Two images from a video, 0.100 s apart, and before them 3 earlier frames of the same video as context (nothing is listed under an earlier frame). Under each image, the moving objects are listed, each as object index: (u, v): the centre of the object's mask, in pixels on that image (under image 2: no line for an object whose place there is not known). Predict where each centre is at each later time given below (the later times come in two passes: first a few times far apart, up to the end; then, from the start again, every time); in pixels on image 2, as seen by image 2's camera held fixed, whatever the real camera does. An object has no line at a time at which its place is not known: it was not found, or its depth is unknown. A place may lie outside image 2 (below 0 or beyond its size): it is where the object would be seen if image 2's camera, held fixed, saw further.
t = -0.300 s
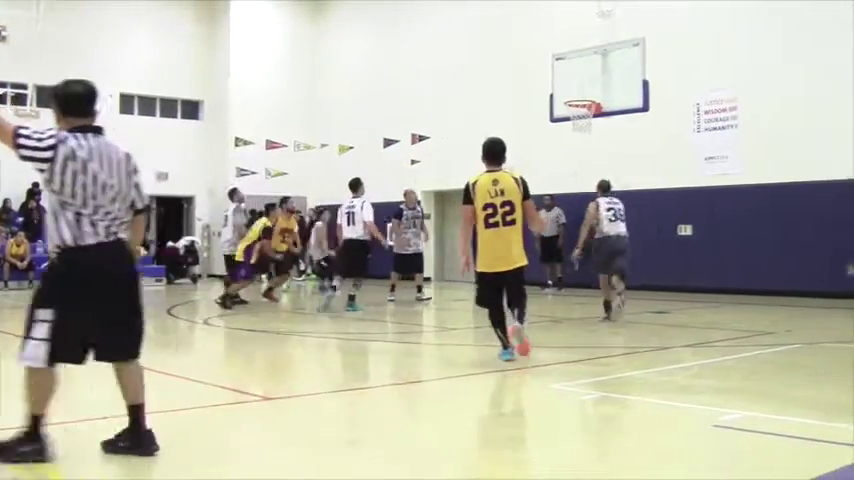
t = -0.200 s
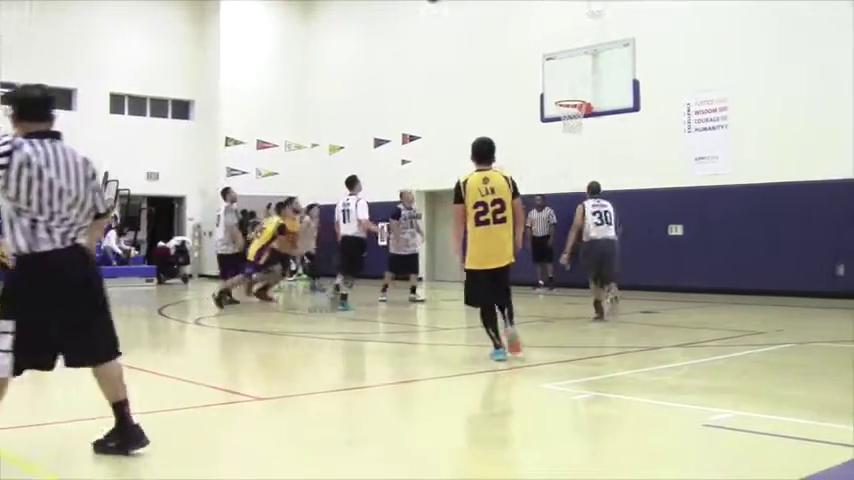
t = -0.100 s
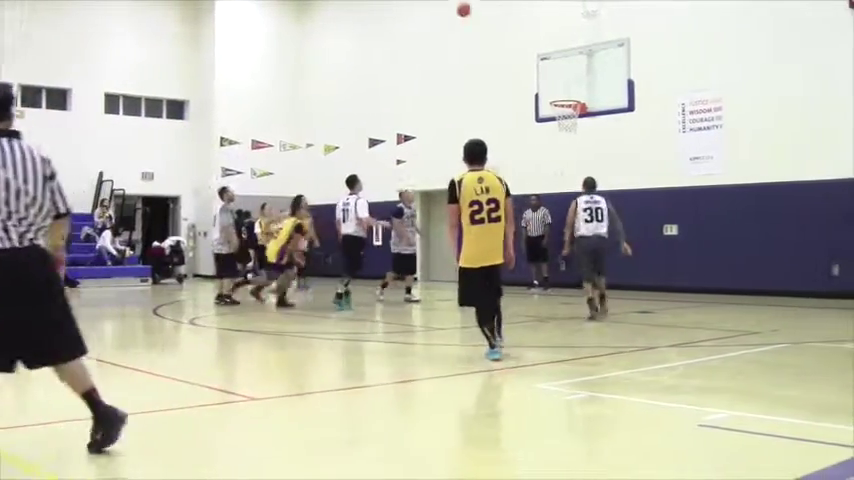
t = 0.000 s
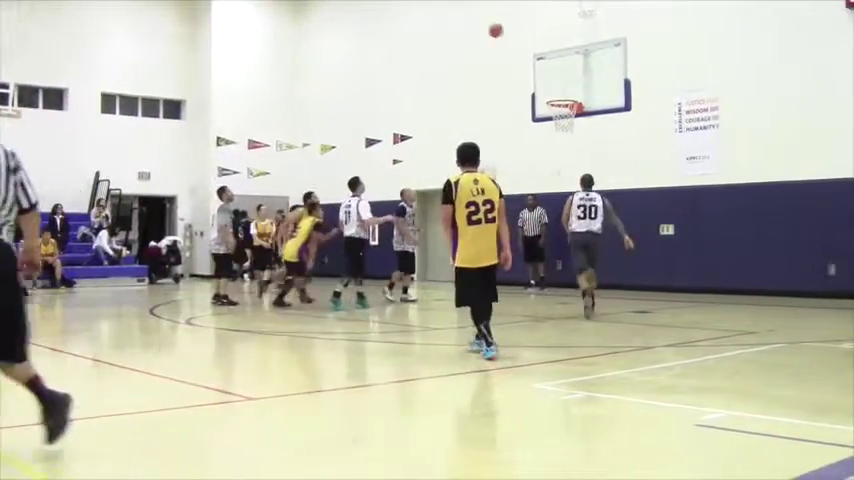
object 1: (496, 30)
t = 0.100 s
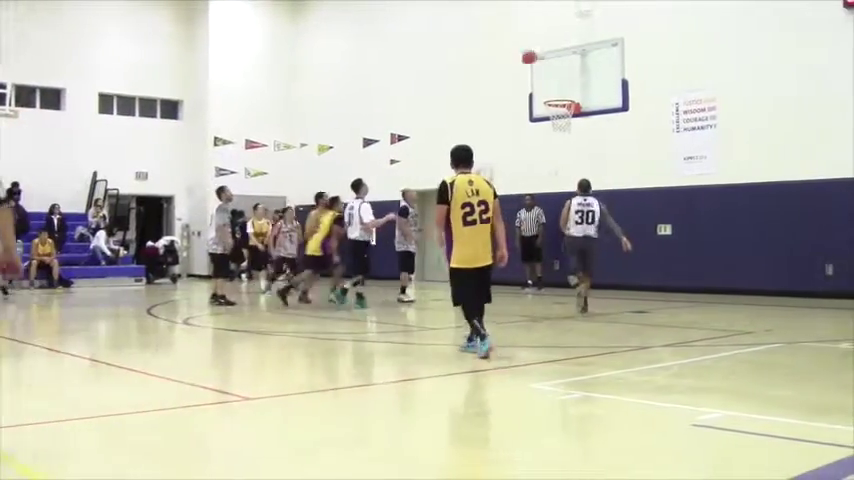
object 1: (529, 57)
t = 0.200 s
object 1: (563, 89)
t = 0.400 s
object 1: (514, 65)
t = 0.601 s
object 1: (453, 54)
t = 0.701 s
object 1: (425, 57)
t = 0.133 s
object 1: (539, 67)
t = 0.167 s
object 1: (551, 78)
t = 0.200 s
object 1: (563, 89)
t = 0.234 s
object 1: (568, 95)
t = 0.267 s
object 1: (556, 88)
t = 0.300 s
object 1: (545, 81)
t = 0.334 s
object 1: (535, 75)
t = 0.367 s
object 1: (524, 70)
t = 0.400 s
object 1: (514, 65)
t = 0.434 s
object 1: (503, 62)
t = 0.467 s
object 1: (493, 59)
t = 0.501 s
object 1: (483, 56)
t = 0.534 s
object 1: (473, 55)
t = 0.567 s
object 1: (463, 54)
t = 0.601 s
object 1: (453, 54)
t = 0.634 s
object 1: (444, 54)
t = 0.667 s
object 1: (434, 55)
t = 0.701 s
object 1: (425, 57)
